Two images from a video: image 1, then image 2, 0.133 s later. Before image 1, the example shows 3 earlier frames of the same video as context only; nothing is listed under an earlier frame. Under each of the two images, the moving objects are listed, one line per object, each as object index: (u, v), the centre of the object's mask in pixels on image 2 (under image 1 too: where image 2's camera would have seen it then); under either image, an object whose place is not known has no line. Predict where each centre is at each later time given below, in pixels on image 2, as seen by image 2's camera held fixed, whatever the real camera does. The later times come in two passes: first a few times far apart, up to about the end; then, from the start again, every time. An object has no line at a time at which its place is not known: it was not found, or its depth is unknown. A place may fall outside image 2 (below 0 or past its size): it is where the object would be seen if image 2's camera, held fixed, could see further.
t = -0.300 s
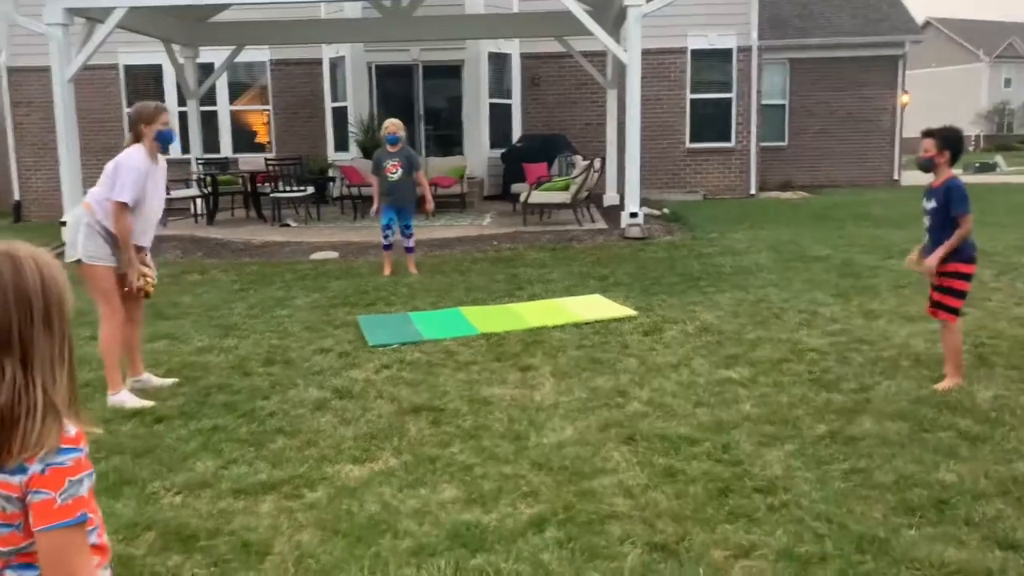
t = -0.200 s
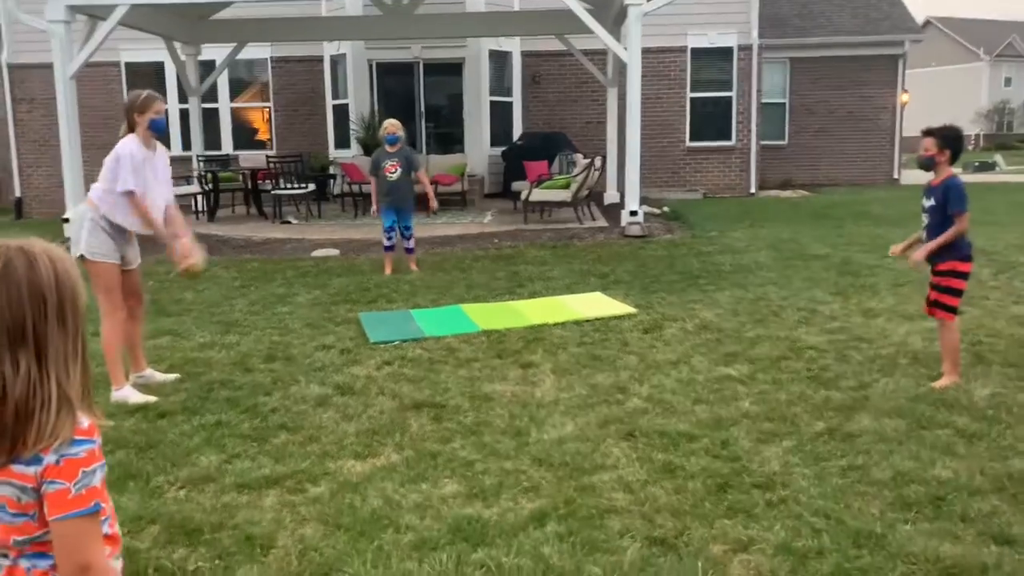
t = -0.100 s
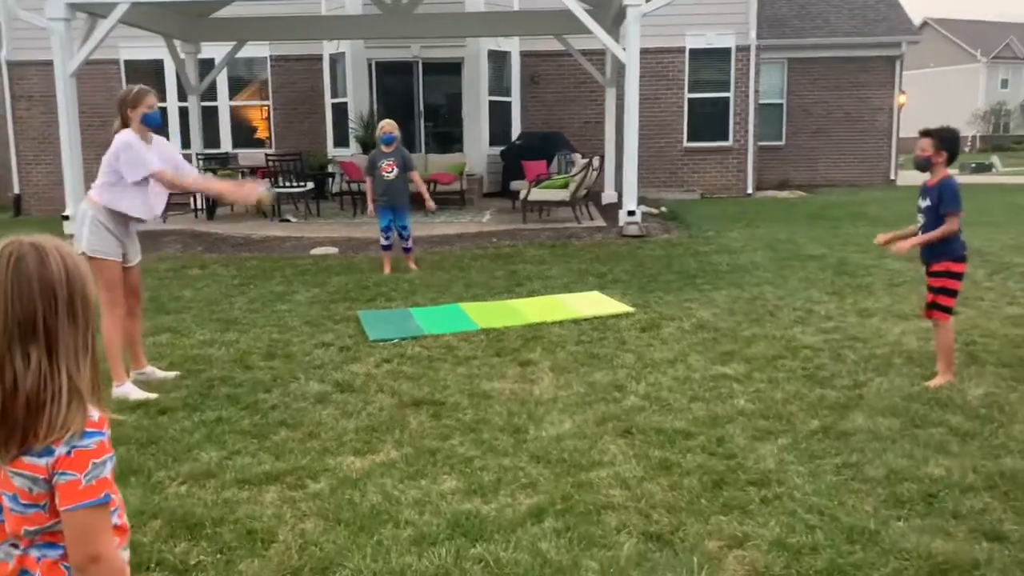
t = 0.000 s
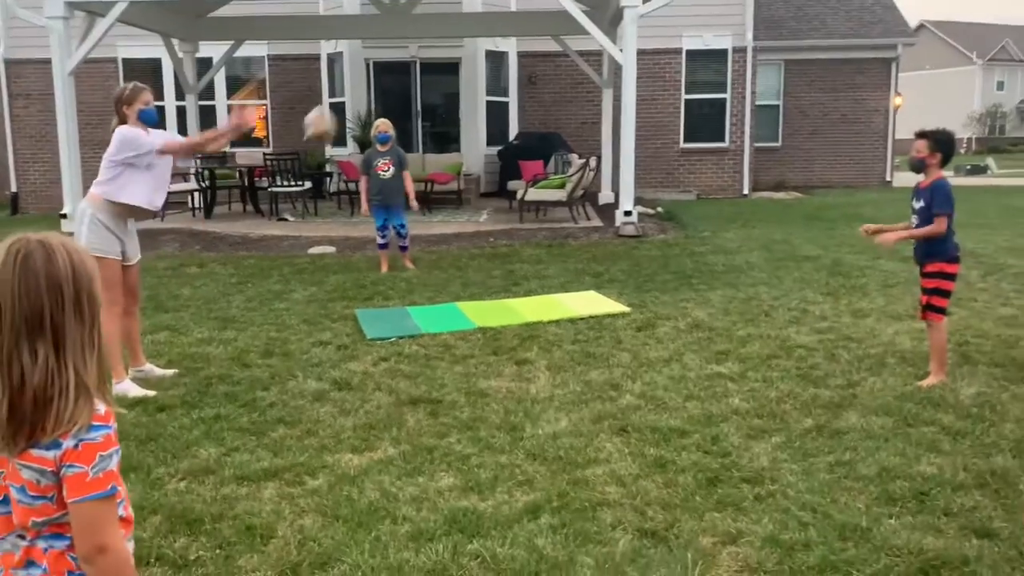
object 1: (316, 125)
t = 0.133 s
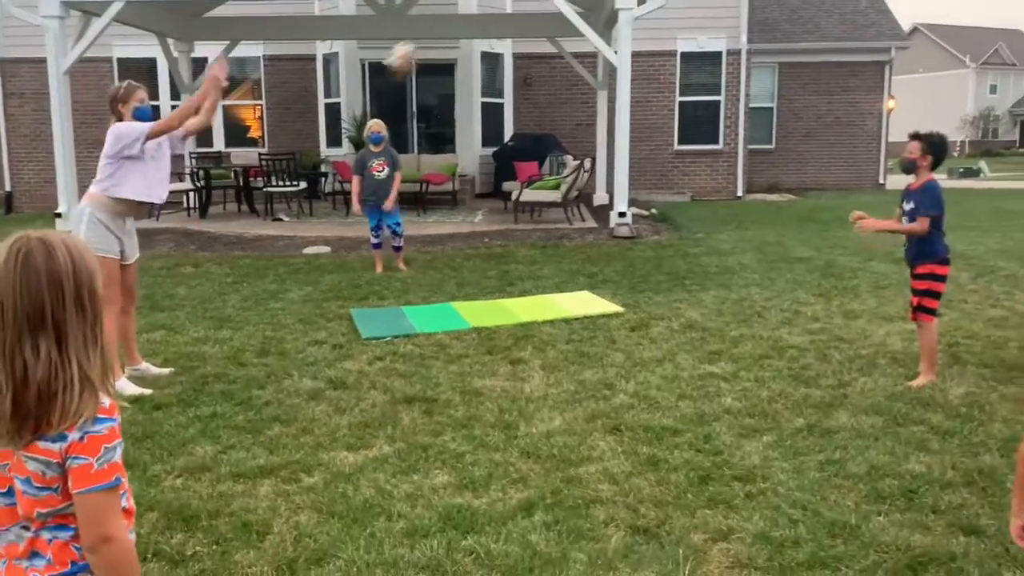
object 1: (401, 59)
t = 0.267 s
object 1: (489, 26)
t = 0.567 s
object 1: (680, 73)
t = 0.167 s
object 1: (423, 48)
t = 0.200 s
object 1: (445, 39)
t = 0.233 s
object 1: (467, 32)
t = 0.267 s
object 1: (489, 26)
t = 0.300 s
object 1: (510, 24)
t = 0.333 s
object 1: (531, 23)
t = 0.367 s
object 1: (553, 24)
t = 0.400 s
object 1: (574, 27)
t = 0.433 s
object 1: (596, 33)
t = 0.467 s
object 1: (617, 40)
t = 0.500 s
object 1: (637, 49)
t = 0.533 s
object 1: (659, 61)
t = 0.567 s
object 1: (680, 73)
